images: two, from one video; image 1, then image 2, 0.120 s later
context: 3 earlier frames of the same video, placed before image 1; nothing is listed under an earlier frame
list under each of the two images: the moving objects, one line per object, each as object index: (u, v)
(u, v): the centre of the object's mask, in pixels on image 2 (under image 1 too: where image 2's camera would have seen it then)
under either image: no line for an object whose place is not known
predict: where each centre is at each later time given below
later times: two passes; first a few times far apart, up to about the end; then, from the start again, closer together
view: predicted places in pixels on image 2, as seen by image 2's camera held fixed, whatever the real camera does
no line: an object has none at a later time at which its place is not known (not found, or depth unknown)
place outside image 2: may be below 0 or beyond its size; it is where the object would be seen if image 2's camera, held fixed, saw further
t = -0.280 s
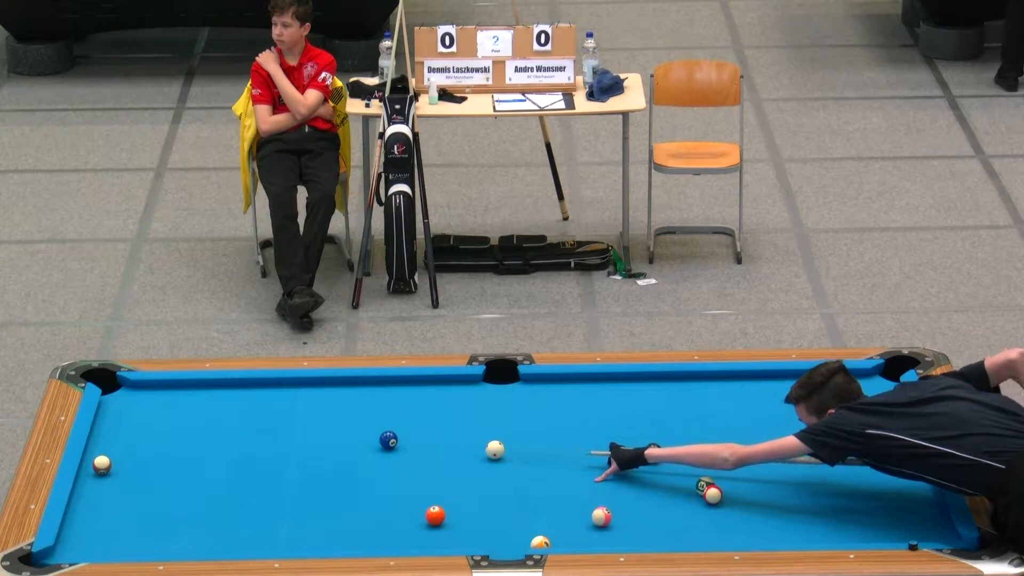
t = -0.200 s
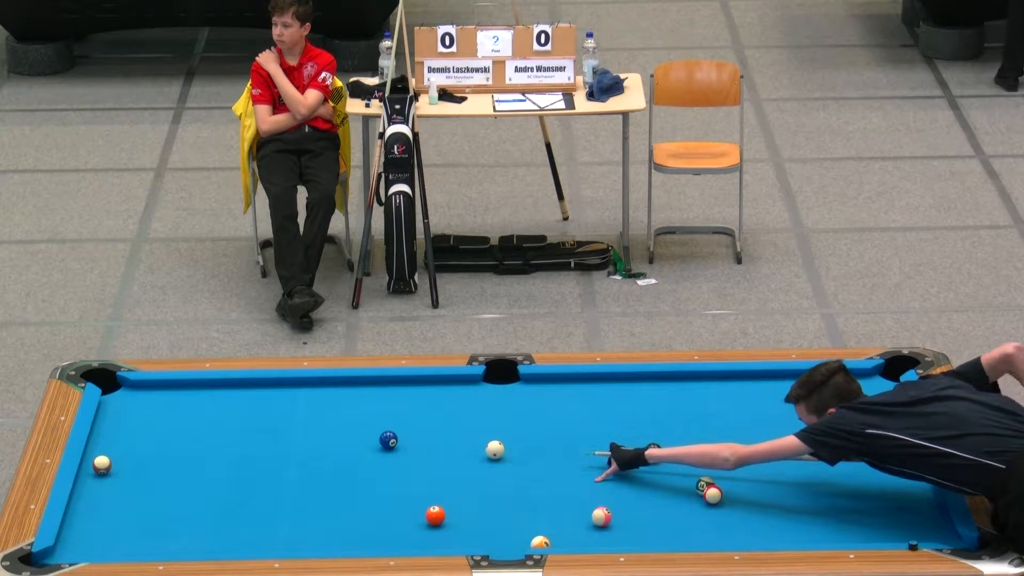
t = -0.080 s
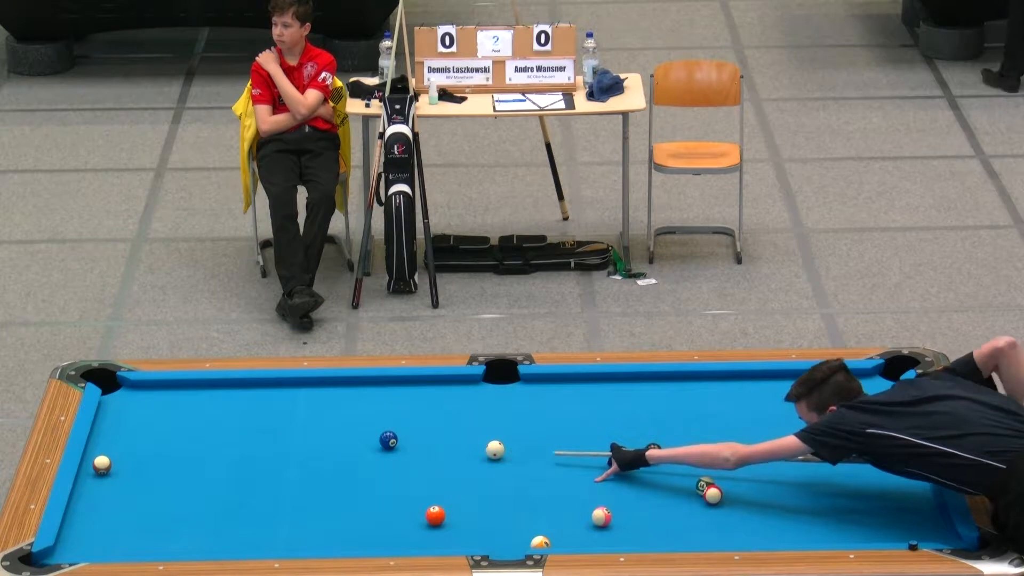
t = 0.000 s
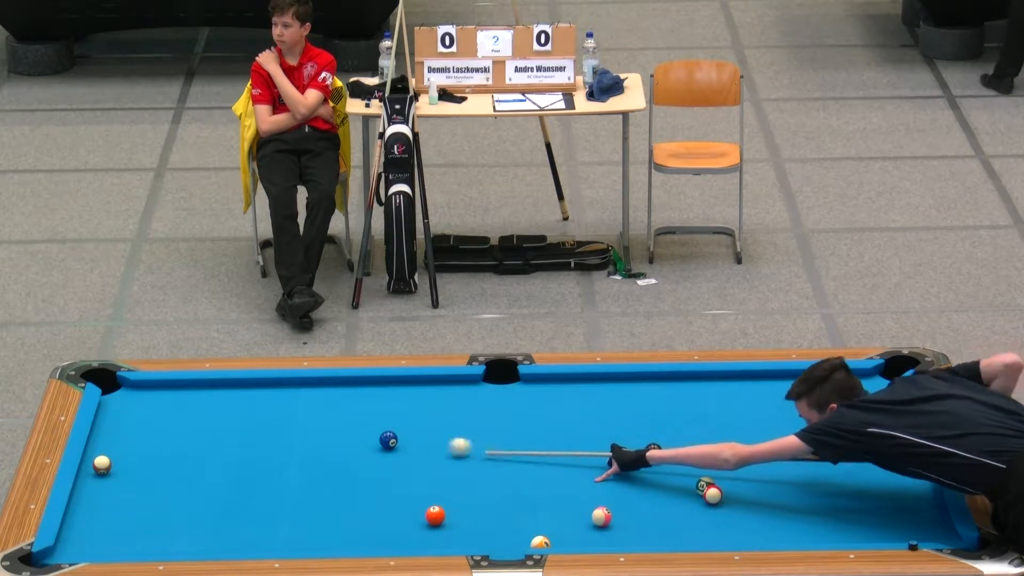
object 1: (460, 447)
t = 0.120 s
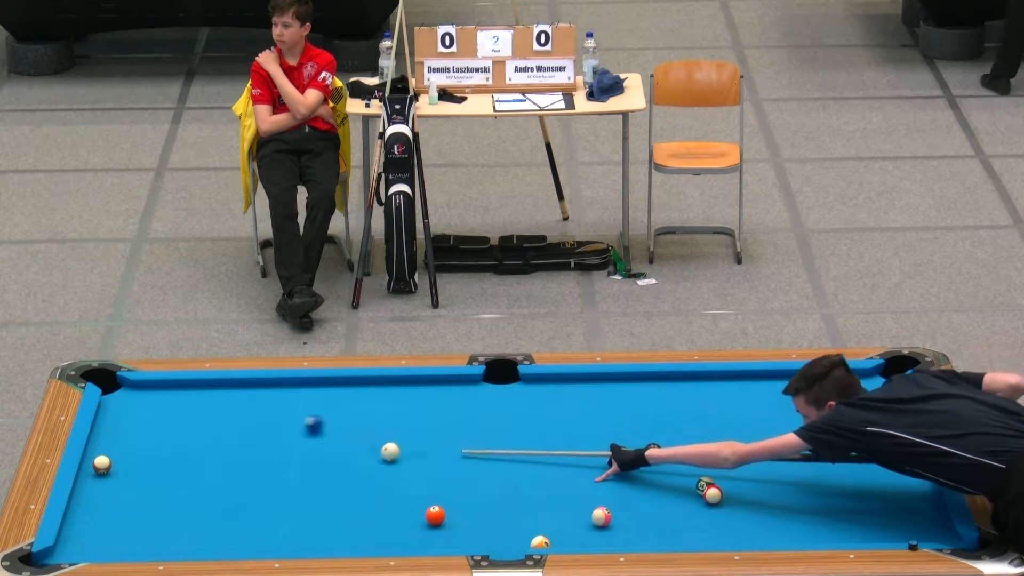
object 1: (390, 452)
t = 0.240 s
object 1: (375, 464)
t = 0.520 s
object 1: (352, 488)
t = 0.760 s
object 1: (333, 509)
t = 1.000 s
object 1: (314, 530)
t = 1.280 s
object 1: (295, 546)
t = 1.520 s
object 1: (296, 539)
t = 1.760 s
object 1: (296, 531)
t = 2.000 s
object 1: (296, 523)
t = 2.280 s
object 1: (296, 515)
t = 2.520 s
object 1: (297, 509)
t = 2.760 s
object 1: (298, 503)
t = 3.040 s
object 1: (298, 498)
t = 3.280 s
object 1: (298, 494)
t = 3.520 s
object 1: (298, 491)
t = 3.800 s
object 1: (299, 488)
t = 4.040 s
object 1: (299, 486)
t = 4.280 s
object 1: (300, 484)
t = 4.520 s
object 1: (300, 483)
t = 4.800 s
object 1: (300, 483)
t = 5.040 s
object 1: (300, 483)
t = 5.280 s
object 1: (300, 483)
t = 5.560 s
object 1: (300, 483)
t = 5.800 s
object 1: (300, 483)
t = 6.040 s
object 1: (300, 483)
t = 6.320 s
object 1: (300, 483)
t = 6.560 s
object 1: (300, 483)
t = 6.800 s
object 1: (300, 483)
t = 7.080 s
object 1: (300, 483)
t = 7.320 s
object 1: (300, 483)
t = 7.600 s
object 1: (300, 483)
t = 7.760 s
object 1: (300, 483)
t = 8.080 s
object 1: (300, 483)
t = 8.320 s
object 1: (300, 483)
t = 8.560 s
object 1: (300, 483)
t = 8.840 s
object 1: (300, 483)
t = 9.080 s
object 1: (300, 483)
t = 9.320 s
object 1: (300, 483)
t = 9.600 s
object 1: (300, 483)
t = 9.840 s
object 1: (300, 483)
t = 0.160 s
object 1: (384, 456)
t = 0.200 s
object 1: (379, 460)
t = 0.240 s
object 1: (375, 464)
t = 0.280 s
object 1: (371, 467)
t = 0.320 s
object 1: (368, 471)
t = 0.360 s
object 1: (365, 474)
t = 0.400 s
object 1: (362, 478)
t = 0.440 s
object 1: (359, 481)
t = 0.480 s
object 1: (355, 485)
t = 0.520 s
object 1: (352, 488)
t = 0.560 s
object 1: (349, 492)
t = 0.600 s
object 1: (346, 495)
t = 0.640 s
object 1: (343, 499)
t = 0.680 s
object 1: (340, 502)
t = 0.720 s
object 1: (336, 506)
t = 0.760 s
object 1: (333, 509)
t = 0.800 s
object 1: (330, 513)
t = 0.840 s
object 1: (327, 516)
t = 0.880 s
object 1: (323, 520)
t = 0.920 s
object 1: (320, 523)
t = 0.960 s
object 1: (317, 527)
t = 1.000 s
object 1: (314, 530)
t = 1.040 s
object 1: (311, 533)
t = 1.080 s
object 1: (308, 537)
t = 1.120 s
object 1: (304, 540)
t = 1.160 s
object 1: (302, 543)
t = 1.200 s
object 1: (298, 545)
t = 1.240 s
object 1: (295, 547)
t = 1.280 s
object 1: (295, 546)
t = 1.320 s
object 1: (295, 544)
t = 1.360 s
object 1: (295, 544)
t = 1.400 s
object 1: (295, 543)
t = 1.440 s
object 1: (296, 542)
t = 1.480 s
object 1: (296, 540)
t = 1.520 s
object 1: (296, 539)
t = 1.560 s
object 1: (295, 537)
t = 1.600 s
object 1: (295, 536)
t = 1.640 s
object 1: (296, 535)
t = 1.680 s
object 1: (296, 533)
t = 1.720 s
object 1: (296, 532)
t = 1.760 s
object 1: (296, 531)
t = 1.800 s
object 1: (296, 529)
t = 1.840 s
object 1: (296, 528)
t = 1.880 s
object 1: (295, 527)
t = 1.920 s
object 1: (295, 526)
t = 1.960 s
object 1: (296, 524)
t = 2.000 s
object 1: (296, 523)
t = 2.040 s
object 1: (296, 522)
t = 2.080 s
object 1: (296, 521)
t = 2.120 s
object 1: (296, 519)
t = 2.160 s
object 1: (296, 518)
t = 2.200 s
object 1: (296, 517)
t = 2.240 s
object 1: (296, 516)
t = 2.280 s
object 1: (296, 515)
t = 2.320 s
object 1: (297, 514)
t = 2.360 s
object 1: (297, 513)
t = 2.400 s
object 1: (297, 512)
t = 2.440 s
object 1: (297, 511)
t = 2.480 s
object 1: (297, 510)
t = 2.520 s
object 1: (297, 509)
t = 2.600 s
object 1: (297, 507)
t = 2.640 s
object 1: (297, 506)
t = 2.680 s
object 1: (298, 505)
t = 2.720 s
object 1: (298, 504)
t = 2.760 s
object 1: (298, 503)
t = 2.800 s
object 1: (298, 503)
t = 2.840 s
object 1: (297, 502)
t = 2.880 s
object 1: (298, 501)
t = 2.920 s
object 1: (298, 500)
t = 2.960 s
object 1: (298, 499)
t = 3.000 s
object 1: (298, 498)
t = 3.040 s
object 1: (298, 498)
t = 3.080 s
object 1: (298, 497)
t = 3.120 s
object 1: (298, 496)
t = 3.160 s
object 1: (298, 496)
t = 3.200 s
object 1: (298, 495)
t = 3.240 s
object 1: (298, 494)
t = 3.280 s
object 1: (298, 494)
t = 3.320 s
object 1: (298, 493)
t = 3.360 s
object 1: (298, 493)
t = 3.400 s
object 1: (298, 492)
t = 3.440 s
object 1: (298, 492)
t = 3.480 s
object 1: (298, 491)
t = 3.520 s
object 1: (298, 491)
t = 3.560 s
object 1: (298, 490)
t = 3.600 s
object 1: (299, 490)
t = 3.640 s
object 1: (298, 489)
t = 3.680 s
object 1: (299, 489)
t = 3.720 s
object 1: (299, 488)
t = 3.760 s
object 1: (299, 488)
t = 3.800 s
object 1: (299, 488)
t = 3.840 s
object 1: (299, 487)
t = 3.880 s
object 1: (299, 487)
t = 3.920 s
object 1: (299, 486)
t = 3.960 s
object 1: (299, 486)
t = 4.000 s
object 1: (299, 486)
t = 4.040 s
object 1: (299, 486)
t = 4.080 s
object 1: (299, 485)
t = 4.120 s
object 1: (299, 485)
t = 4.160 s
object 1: (299, 485)
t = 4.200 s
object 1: (299, 485)
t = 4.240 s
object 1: (299, 484)
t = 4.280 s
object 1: (300, 484)
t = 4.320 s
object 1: (300, 484)
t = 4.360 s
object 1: (300, 484)
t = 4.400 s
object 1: (300, 484)
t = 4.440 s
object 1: (300, 483)
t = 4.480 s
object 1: (300, 483)
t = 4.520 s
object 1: (300, 483)
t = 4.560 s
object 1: (300, 483)
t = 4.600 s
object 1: (300, 483)
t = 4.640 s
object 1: (300, 483)
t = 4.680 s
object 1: (300, 483)
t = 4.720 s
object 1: (300, 483)
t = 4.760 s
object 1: (300, 483)
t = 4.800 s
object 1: (300, 483)
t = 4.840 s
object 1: (300, 483)
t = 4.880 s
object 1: (300, 483)
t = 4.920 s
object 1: (300, 483)
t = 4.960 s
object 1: (300, 483)
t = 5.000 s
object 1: (300, 483)
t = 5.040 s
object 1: (300, 483)
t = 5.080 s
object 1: (300, 483)
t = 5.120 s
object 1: (300, 483)
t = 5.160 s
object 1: (300, 483)
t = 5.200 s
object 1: (300, 483)
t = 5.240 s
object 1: (300, 483)
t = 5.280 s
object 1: (300, 483)
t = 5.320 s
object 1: (300, 483)
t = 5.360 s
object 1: (300, 483)
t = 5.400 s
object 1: (300, 483)
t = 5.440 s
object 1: (300, 483)
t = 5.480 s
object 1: (300, 483)
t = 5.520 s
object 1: (300, 483)
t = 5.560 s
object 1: (300, 483)
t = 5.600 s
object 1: (300, 483)
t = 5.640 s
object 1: (300, 483)
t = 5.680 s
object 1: (300, 483)
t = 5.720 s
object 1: (300, 483)
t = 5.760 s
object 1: (300, 483)
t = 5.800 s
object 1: (300, 483)
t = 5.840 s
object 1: (300, 483)
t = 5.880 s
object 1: (300, 483)
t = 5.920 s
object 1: (300, 483)
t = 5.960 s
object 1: (300, 483)
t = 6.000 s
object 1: (300, 483)
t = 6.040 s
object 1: (300, 483)
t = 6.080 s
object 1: (300, 483)
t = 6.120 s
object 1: (300, 483)
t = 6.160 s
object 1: (300, 483)
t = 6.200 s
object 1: (300, 483)
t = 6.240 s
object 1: (300, 483)
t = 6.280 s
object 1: (300, 483)
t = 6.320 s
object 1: (300, 483)
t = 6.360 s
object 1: (300, 483)
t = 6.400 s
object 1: (300, 483)
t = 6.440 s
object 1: (300, 483)
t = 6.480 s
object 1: (300, 483)
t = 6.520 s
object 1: (300, 483)
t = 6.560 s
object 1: (300, 483)
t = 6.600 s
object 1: (300, 483)
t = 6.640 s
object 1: (300, 483)
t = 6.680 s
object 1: (300, 483)
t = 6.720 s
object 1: (300, 483)
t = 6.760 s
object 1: (300, 483)
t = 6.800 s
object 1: (300, 483)
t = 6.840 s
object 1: (300, 483)
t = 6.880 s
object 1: (300, 483)
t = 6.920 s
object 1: (300, 483)
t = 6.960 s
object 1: (300, 483)
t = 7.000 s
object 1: (300, 483)
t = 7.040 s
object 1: (300, 483)
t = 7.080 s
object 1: (300, 483)
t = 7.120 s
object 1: (300, 483)
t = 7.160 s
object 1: (300, 483)
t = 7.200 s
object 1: (300, 483)
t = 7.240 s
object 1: (300, 483)
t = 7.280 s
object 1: (300, 483)
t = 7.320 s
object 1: (300, 483)
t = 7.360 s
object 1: (300, 483)
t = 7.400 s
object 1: (300, 483)
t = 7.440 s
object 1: (300, 483)
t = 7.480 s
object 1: (300, 483)
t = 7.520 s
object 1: (300, 483)
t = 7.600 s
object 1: (300, 483)
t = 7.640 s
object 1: (300, 483)
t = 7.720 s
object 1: (300, 483)
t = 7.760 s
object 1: (300, 483)
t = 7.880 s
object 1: (300, 483)
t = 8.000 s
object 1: (300, 483)
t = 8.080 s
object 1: (300, 483)
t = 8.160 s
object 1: (300, 483)
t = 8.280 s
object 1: (300, 483)
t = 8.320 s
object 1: (300, 483)
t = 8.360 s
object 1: (300, 483)
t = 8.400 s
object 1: (300, 483)
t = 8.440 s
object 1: (300, 483)
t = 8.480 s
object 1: (300, 483)
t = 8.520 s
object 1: (300, 483)
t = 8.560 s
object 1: (300, 483)
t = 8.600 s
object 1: (300, 483)
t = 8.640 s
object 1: (300, 483)
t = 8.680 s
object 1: (300, 483)
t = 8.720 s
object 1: (300, 483)
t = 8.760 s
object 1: (300, 483)
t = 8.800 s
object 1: (300, 483)
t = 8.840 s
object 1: (300, 483)
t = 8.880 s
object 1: (300, 483)
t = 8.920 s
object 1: (300, 483)
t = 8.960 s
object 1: (300, 483)
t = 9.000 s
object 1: (300, 483)
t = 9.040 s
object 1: (300, 483)
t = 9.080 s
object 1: (300, 483)
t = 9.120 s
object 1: (300, 483)
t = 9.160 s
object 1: (300, 483)
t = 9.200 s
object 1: (300, 483)
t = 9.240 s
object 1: (300, 483)
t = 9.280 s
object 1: (300, 483)
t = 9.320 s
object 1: (300, 483)
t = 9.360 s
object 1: (300, 483)
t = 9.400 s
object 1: (300, 483)
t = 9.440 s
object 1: (300, 483)
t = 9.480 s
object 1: (300, 483)
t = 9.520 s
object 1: (300, 483)
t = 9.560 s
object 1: (300, 483)
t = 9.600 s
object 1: (300, 483)
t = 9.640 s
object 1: (300, 483)
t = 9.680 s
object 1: (300, 483)
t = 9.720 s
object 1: (300, 483)
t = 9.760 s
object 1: (300, 483)
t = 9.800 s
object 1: (300, 483)
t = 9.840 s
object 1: (300, 483)
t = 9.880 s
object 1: (300, 483)
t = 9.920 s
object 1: (300, 483)
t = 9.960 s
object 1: (300, 483)
